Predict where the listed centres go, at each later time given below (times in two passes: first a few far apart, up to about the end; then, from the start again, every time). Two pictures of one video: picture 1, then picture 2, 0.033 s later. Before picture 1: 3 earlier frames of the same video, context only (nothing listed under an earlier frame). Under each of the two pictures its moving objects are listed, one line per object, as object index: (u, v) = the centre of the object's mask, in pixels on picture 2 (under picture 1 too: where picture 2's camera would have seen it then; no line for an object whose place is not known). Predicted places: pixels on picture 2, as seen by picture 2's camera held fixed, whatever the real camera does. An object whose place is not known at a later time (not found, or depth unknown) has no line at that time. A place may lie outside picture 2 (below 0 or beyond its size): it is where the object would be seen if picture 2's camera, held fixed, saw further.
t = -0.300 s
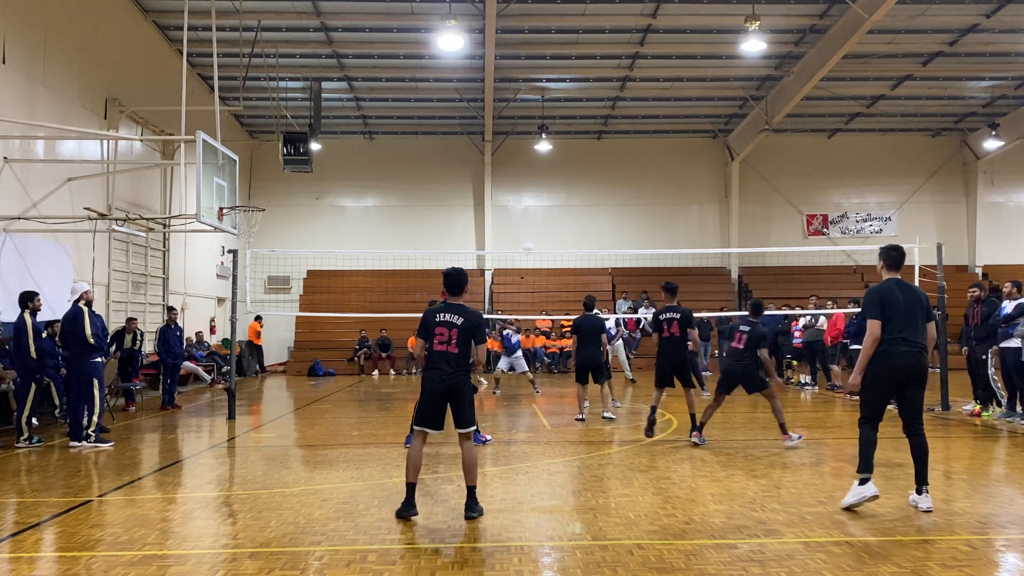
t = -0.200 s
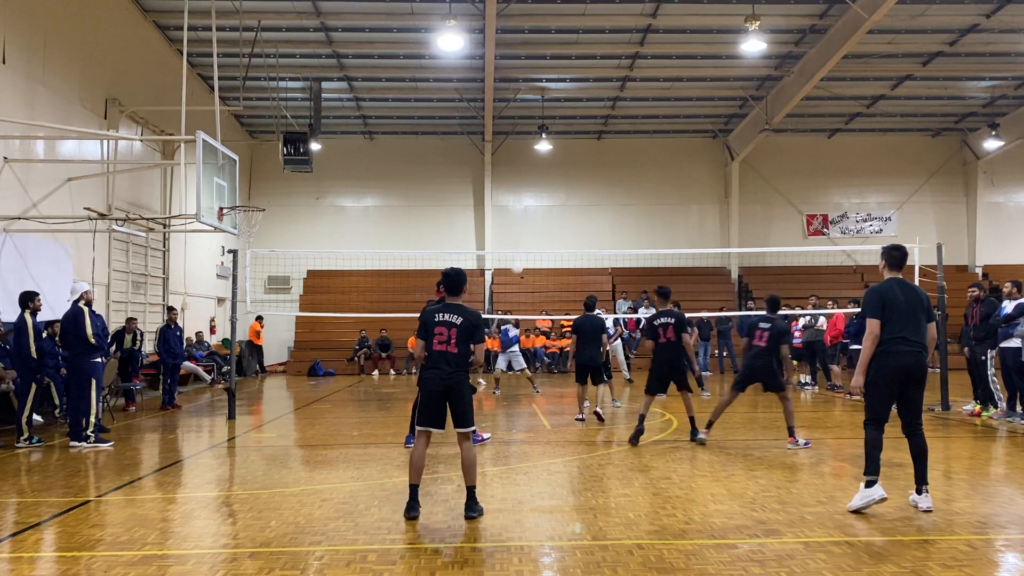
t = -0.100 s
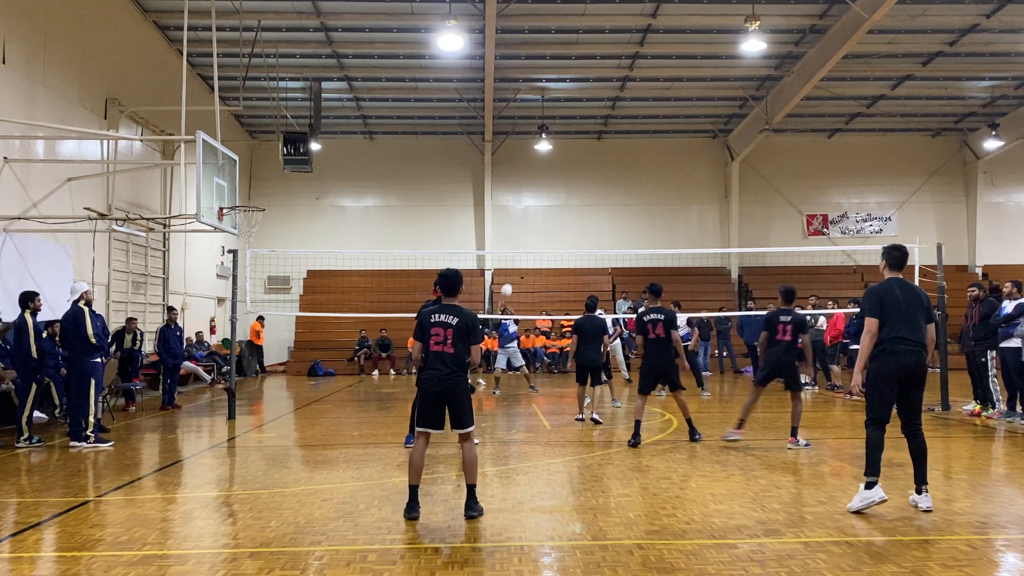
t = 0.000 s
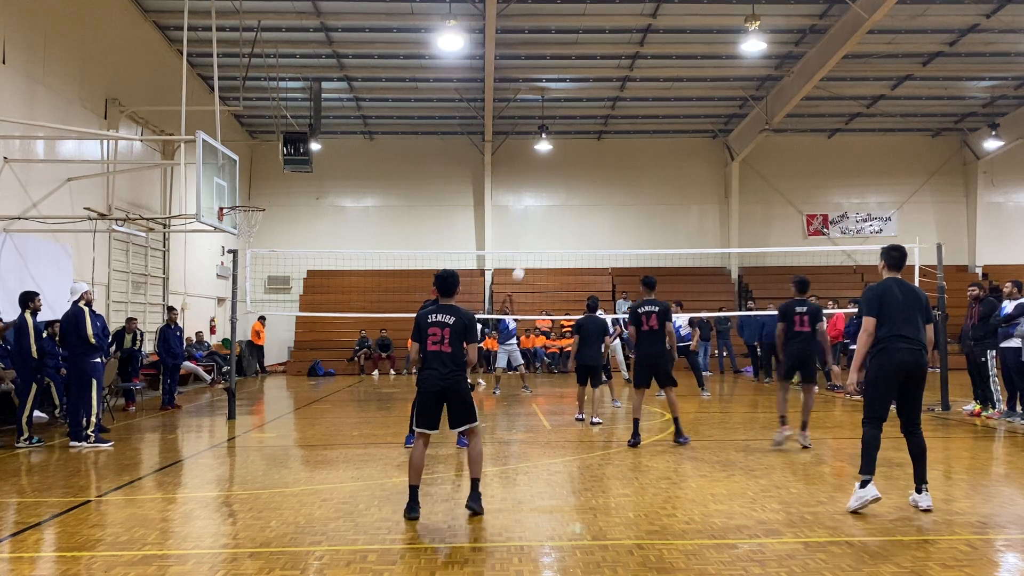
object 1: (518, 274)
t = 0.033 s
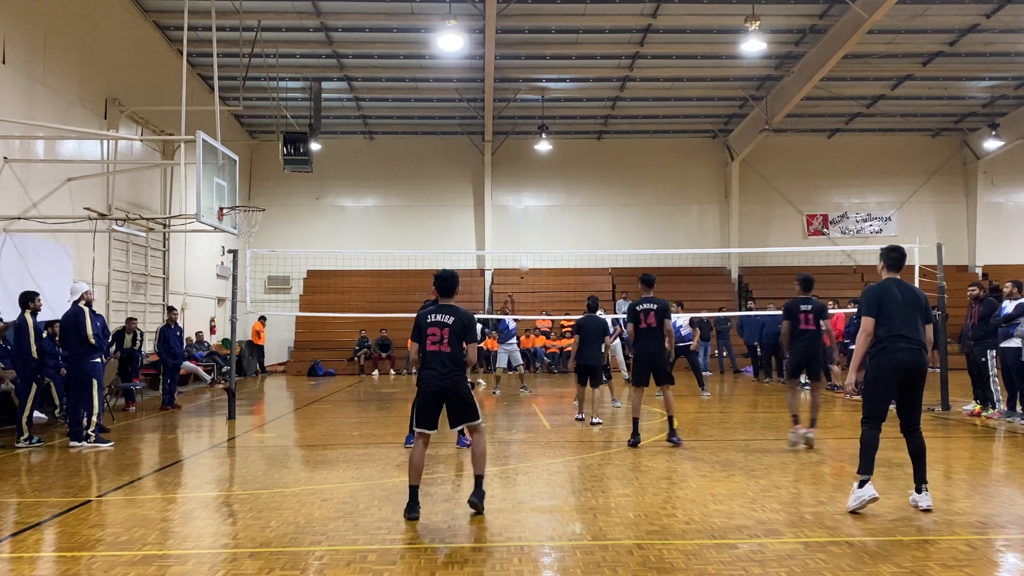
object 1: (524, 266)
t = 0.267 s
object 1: (574, 210)
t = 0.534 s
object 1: (646, 179)
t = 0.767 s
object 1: (736, 193)
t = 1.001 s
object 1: (874, 281)
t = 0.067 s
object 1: (530, 258)
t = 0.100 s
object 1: (537, 246)
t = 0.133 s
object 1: (545, 239)
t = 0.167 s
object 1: (552, 231)
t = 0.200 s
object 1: (558, 224)
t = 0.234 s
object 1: (566, 217)
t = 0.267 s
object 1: (574, 210)
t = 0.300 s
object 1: (582, 204)
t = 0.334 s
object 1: (590, 199)
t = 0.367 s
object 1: (598, 194)
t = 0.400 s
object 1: (607, 189)
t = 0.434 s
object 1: (616, 186)
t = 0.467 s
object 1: (626, 183)
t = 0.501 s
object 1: (636, 181)
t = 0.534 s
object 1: (646, 179)
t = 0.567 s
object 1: (657, 178)
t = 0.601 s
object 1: (669, 178)
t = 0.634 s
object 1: (681, 179)
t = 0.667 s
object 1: (694, 181)
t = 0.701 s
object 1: (707, 184)
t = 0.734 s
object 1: (721, 188)
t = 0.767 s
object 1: (736, 193)
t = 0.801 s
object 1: (753, 200)
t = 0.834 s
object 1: (769, 207)
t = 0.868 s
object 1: (787, 217)
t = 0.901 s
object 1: (805, 228)
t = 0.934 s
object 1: (827, 241)
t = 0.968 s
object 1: (851, 262)
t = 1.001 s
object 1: (874, 281)
